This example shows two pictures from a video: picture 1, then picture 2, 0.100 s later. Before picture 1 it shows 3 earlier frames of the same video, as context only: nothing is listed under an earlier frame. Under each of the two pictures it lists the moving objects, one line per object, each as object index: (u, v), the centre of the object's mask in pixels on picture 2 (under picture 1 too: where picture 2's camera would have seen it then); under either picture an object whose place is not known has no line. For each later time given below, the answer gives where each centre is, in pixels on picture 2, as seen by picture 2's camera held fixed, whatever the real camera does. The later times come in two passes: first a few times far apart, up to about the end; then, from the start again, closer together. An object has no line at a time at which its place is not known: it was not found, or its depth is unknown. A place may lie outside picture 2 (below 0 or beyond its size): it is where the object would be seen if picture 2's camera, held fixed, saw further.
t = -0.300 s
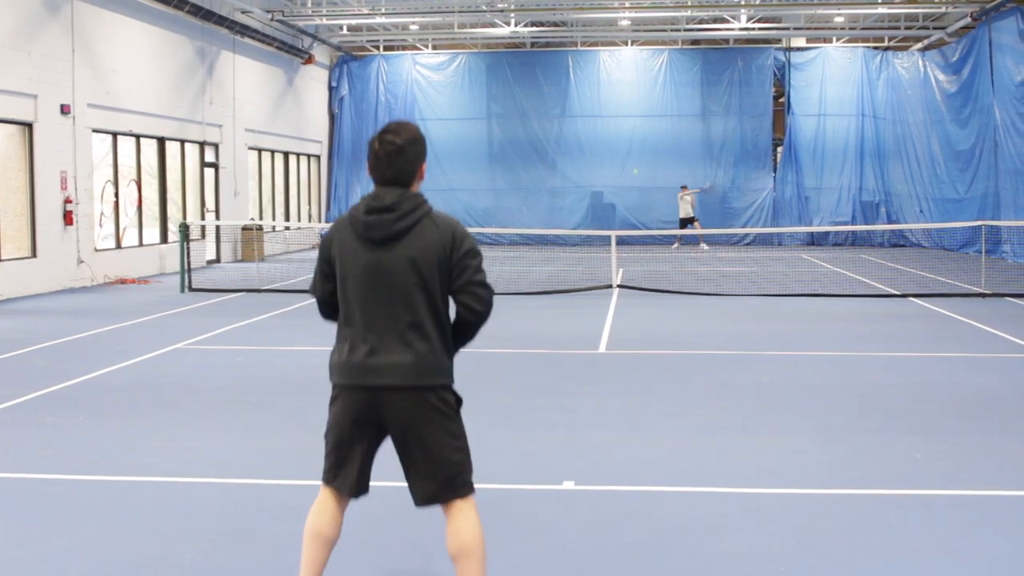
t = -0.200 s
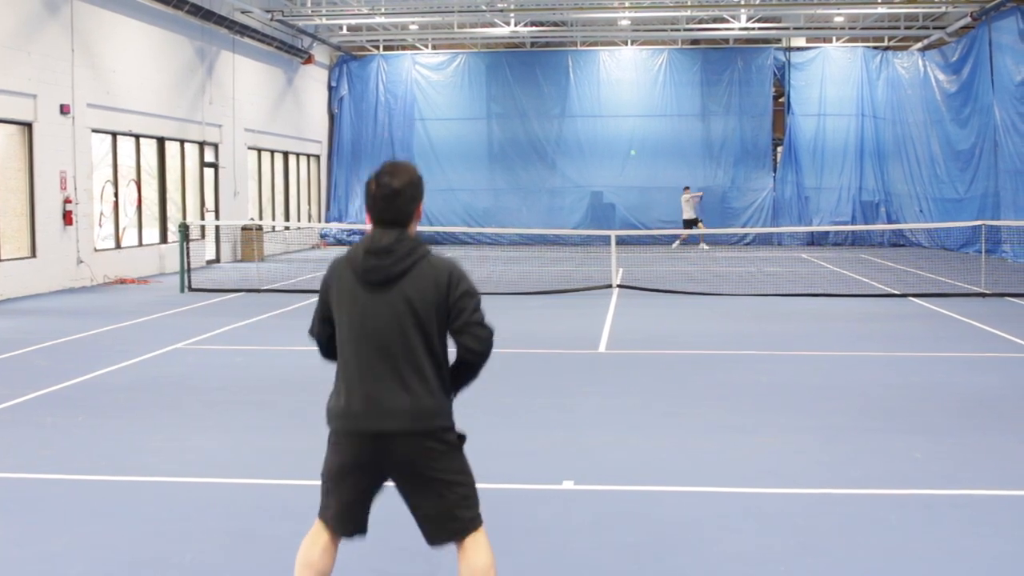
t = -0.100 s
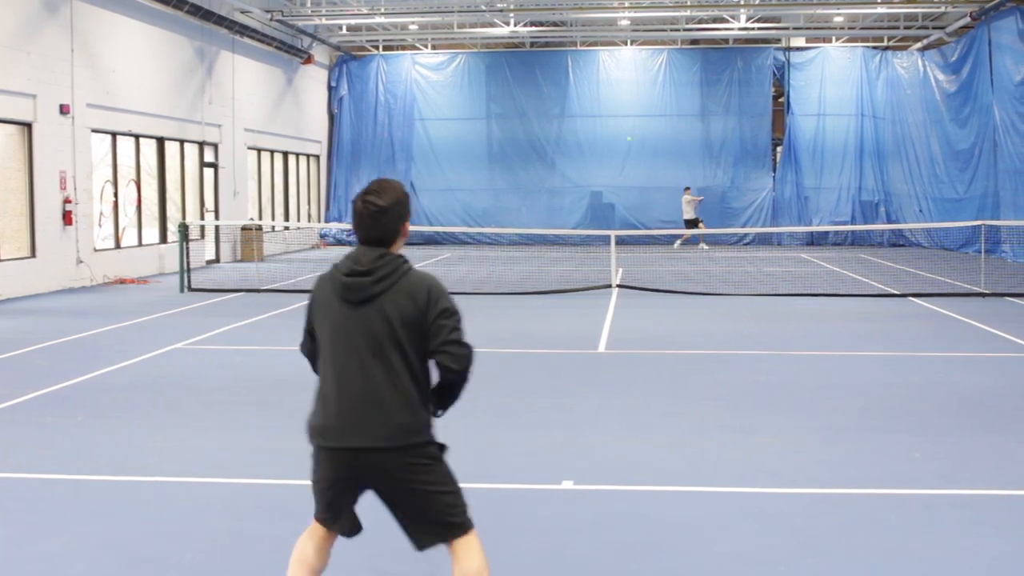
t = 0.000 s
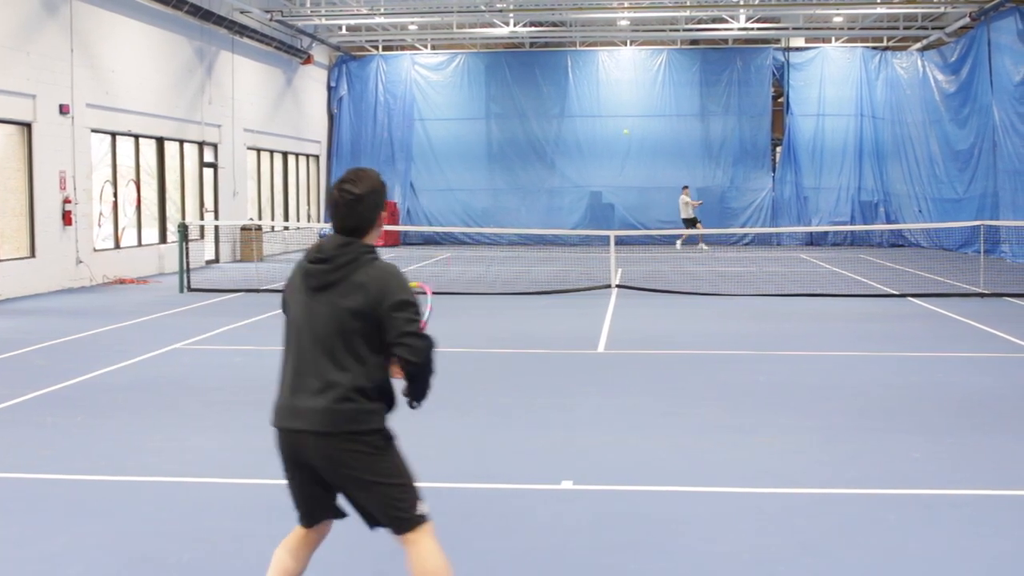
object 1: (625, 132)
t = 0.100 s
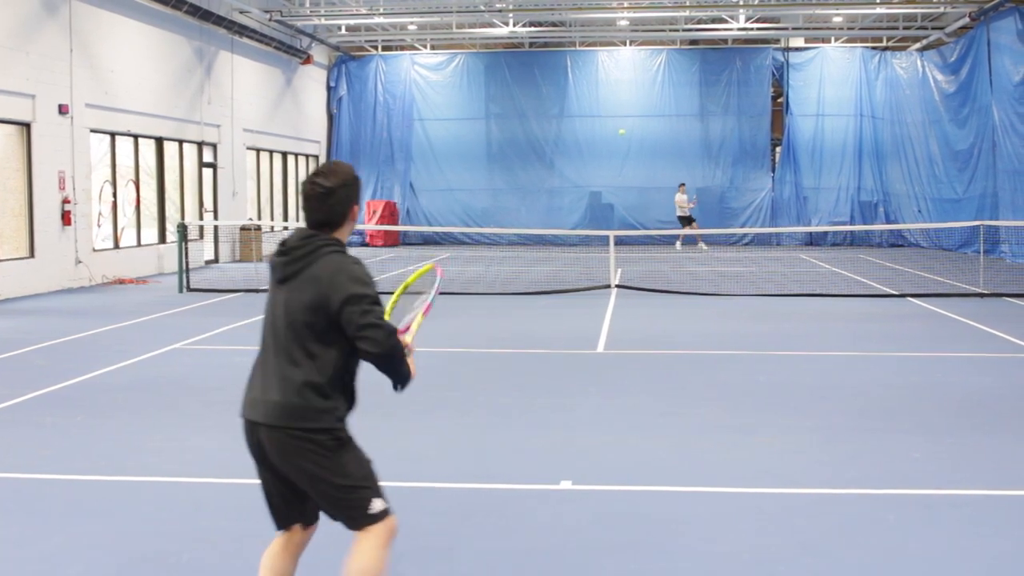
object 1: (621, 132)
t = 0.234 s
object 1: (616, 148)
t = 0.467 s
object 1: (598, 262)
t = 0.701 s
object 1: (562, 394)
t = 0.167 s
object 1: (619, 137)
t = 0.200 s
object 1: (618, 142)
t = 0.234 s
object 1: (616, 148)
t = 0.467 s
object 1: (598, 262)
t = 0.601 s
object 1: (578, 429)
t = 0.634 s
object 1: (573, 434)
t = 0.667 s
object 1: (567, 413)
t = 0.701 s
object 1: (562, 394)
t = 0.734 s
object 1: (556, 374)
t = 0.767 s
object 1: (550, 356)
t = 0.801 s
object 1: (543, 338)
